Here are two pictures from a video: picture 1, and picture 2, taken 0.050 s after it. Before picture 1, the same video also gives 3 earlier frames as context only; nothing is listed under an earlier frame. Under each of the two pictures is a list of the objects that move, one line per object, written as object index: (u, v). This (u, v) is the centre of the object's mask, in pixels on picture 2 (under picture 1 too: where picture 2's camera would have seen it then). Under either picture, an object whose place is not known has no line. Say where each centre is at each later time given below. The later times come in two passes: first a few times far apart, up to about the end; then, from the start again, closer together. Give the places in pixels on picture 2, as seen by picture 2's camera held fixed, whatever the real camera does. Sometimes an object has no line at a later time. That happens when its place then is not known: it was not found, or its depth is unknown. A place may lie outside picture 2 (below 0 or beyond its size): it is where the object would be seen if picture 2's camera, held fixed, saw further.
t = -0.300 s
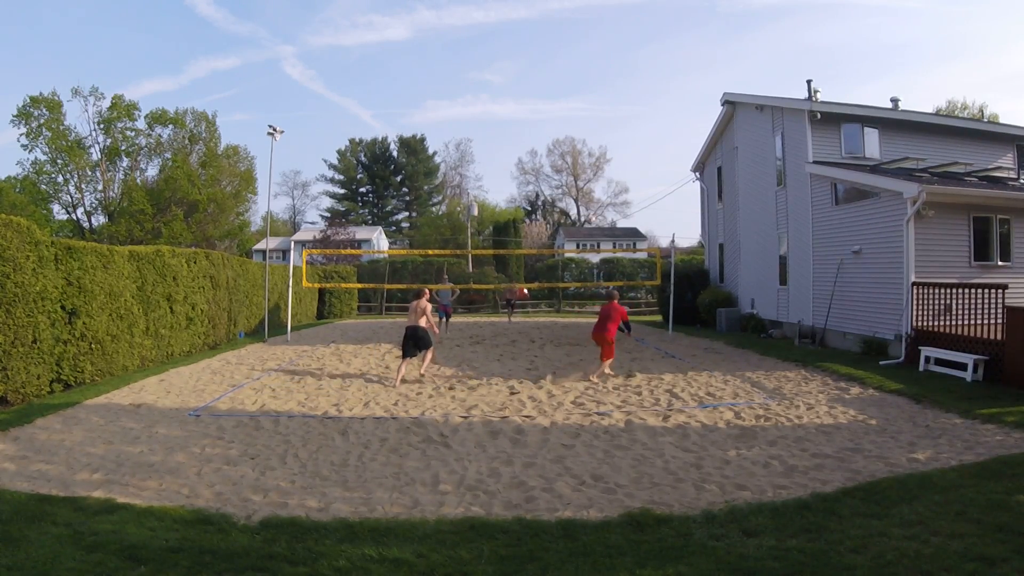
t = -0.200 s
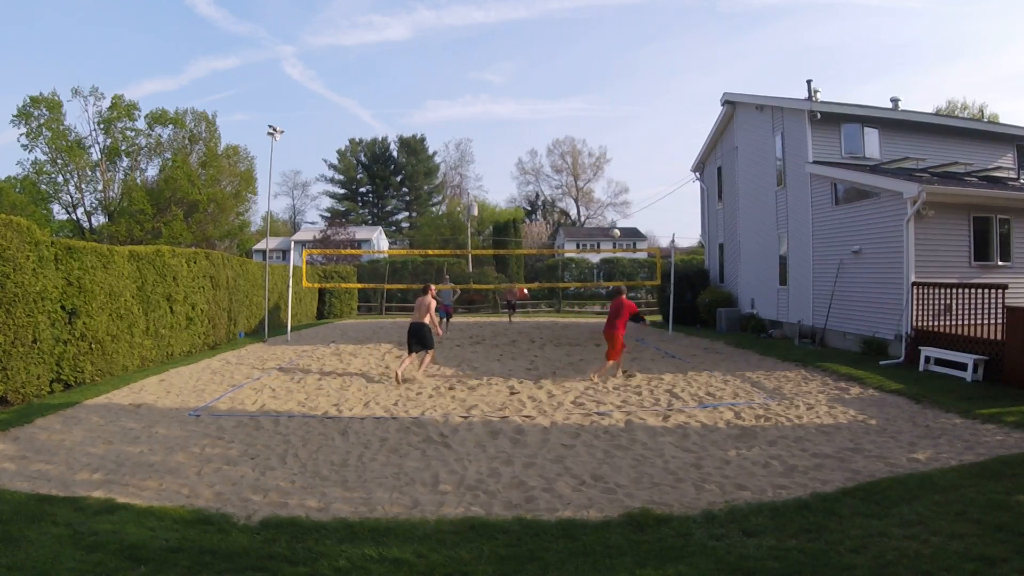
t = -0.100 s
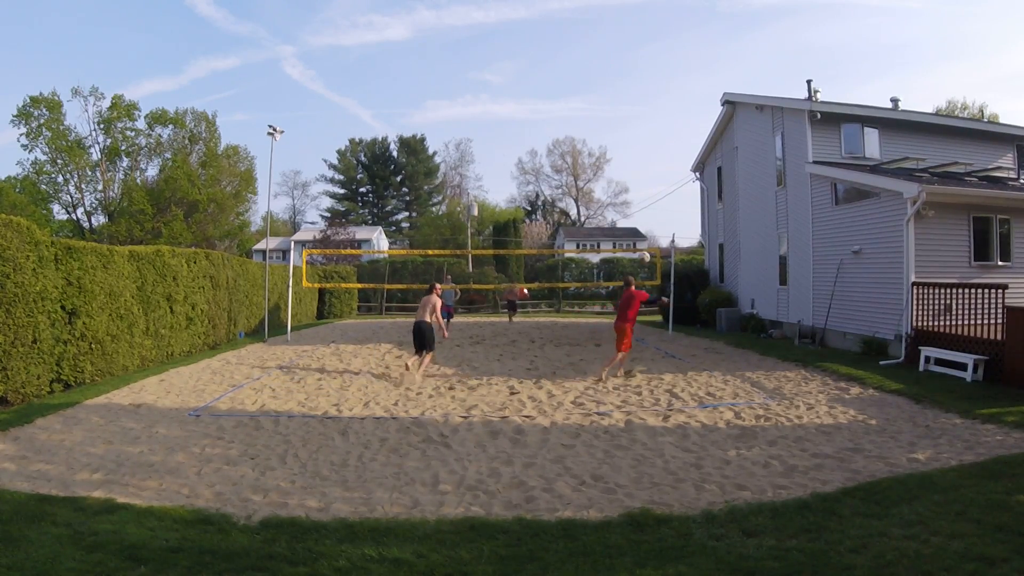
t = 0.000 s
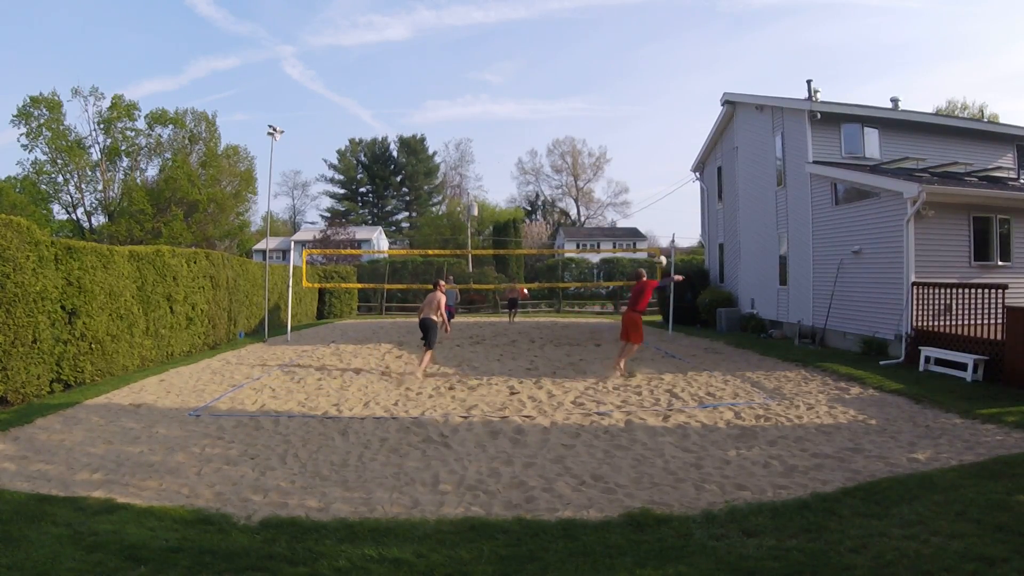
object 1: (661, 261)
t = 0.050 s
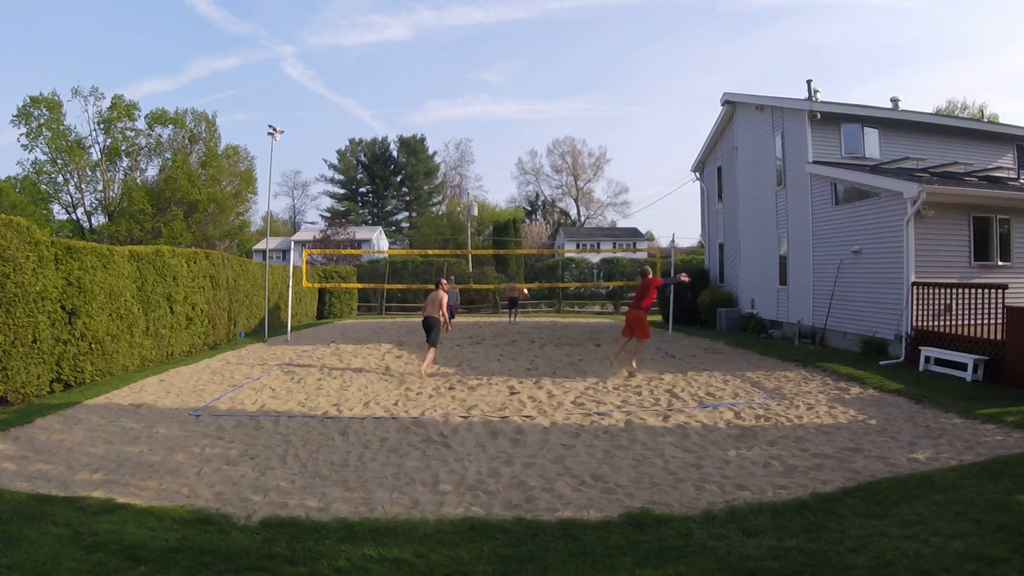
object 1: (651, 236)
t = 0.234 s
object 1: (614, 158)
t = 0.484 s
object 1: (566, 86)
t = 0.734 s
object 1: (522, 50)
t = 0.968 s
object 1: (482, 44)
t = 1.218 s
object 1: (441, 69)
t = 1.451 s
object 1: (402, 122)
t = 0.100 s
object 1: (641, 212)
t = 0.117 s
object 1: (637, 205)
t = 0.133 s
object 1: (633, 198)
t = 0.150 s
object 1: (630, 190)
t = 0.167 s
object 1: (627, 184)
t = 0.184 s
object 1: (624, 177)
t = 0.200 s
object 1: (620, 170)
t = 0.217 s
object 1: (617, 164)
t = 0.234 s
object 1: (614, 158)
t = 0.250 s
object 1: (611, 151)
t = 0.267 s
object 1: (608, 146)
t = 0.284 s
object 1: (605, 140)
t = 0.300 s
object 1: (601, 135)
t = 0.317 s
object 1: (598, 129)
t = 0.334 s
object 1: (595, 124)
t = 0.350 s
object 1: (592, 119)
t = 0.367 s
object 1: (588, 114)
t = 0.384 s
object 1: (585, 110)
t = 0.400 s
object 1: (583, 105)
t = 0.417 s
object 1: (579, 101)
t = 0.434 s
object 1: (576, 97)
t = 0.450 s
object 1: (573, 93)
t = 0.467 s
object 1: (570, 89)
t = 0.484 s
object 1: (566, 86)
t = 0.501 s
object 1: (564, 82)
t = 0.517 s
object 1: (560, 79)
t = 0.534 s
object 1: (558, 76)
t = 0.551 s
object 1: (555, 73)
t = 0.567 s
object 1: (552, 70)
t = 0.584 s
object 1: (549, 67)
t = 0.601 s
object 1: (545, 65)
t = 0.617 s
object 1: (543, 62)
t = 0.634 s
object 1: (539, 60)
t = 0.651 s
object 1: (537, 58)
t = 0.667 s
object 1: (534, 56)
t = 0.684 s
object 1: (531, 54)
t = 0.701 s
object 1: (528, 52)
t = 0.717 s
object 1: (525, 51)
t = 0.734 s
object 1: (522, 50)
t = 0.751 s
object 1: (519, 48)
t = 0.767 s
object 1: (516, 47)
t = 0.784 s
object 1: (513, 46)
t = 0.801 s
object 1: (510, 45)
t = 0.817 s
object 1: (507, 45)
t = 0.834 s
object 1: (505, 44)
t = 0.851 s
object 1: (502, 43)
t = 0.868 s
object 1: (499, 43)
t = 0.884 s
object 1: (496, 43)
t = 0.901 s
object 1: (493, 43)
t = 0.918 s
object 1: (490, 43)
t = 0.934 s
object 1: (488, 44)
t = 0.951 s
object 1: (485, 44)
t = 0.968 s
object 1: (482, 44)
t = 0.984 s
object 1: (479, 45)
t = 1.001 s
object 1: (476, 46)
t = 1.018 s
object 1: (474, 47)
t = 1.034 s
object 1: (471, 48)
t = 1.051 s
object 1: (468, 50)
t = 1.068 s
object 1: (465, 51)
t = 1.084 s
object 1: (463, 52)
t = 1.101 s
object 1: (460, 54)
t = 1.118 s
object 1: (457, 55)
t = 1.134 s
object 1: (454, 57)
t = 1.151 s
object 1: (451, 60)
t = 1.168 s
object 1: (448, 62)
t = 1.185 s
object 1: (446, 64)
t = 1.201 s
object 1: (443, 67)
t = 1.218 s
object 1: (441, 69)
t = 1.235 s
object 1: (438, 72)
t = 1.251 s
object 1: (435, 75)
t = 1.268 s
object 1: (432, 78)
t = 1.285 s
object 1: (429, 81)
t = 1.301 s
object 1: (427, 85)
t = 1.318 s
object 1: (424, 88)
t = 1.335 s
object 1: (421, 92)
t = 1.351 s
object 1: (419, 96)
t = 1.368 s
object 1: (416, 100)
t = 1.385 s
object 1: (413, 104)
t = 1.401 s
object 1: (410, 108)
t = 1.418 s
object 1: (408, 112)
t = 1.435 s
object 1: (405, 117)
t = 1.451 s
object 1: (402, 122)
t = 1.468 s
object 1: (400, 127)
